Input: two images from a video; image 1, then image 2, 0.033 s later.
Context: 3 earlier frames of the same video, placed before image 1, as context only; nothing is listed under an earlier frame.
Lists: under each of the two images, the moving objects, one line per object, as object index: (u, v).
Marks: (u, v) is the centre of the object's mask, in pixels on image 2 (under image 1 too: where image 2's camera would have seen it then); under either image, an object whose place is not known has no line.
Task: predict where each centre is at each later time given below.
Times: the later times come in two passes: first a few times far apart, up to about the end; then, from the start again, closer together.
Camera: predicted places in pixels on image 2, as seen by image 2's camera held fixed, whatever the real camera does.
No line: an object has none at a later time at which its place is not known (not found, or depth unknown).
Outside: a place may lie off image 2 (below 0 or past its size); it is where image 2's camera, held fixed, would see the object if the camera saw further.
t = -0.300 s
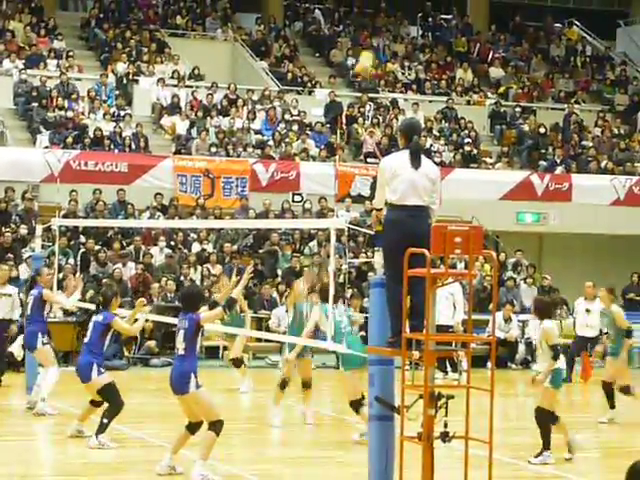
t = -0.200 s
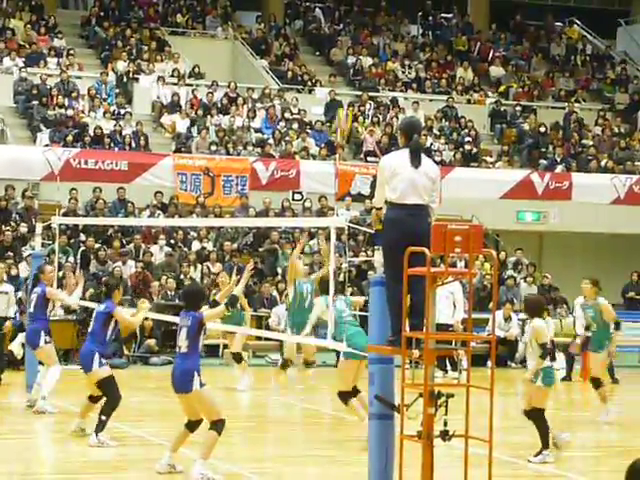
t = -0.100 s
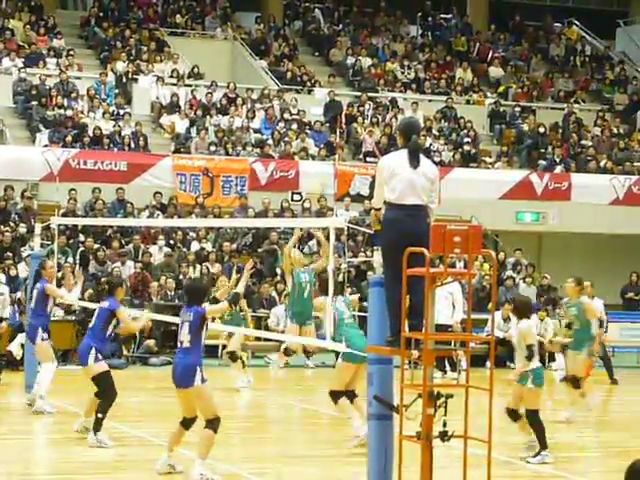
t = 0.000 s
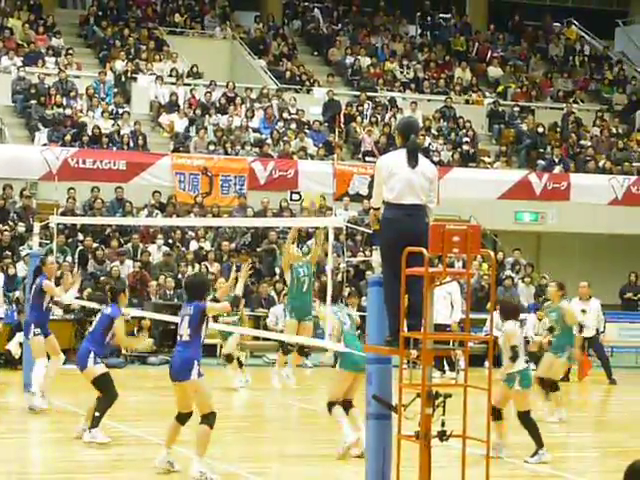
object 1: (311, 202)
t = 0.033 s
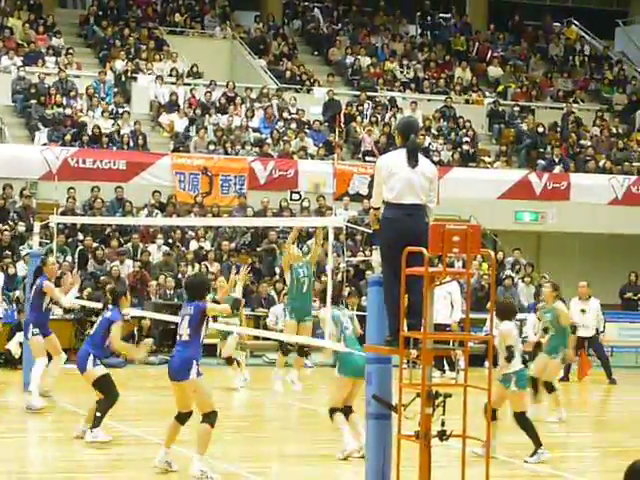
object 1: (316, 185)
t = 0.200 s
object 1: (337, 104)
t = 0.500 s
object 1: (379, 22)
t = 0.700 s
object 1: (407, 14)
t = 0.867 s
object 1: (429, 42)
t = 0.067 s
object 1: (322, 162)
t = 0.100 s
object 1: (326, 147)
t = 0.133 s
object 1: (329, 135)
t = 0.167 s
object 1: (334, 118)
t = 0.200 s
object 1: (337, 104)
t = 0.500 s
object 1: (379, 22)
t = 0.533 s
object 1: (384, 18)
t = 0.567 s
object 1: (388, 15)
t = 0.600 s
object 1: (393, 13)
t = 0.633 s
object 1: (397, 13)
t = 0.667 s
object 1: (402, 13)
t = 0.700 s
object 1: (407, 14)
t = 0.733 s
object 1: (411, 17)
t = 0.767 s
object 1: (415, 22)
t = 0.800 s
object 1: (420, 28)
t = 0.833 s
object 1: (424, 34)
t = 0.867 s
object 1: (429, 42)
